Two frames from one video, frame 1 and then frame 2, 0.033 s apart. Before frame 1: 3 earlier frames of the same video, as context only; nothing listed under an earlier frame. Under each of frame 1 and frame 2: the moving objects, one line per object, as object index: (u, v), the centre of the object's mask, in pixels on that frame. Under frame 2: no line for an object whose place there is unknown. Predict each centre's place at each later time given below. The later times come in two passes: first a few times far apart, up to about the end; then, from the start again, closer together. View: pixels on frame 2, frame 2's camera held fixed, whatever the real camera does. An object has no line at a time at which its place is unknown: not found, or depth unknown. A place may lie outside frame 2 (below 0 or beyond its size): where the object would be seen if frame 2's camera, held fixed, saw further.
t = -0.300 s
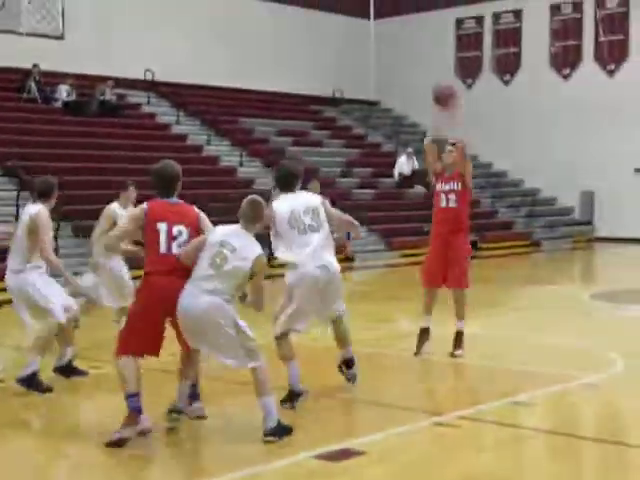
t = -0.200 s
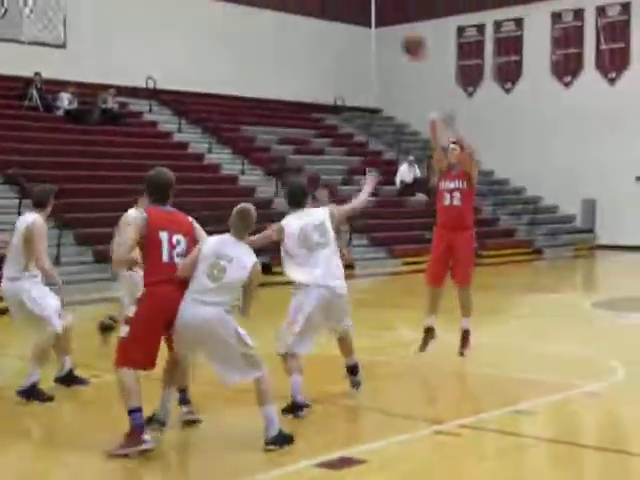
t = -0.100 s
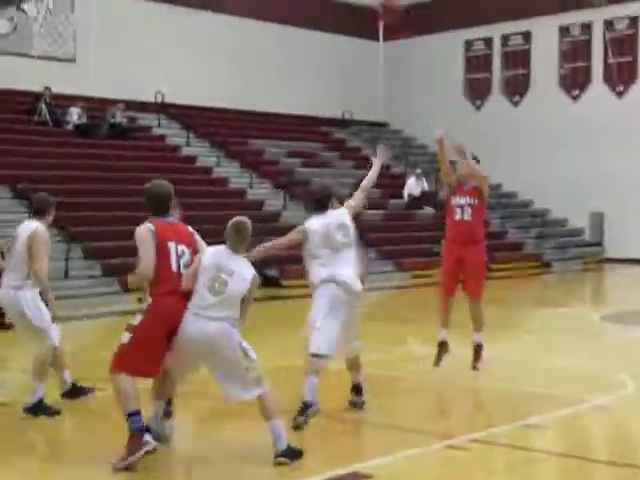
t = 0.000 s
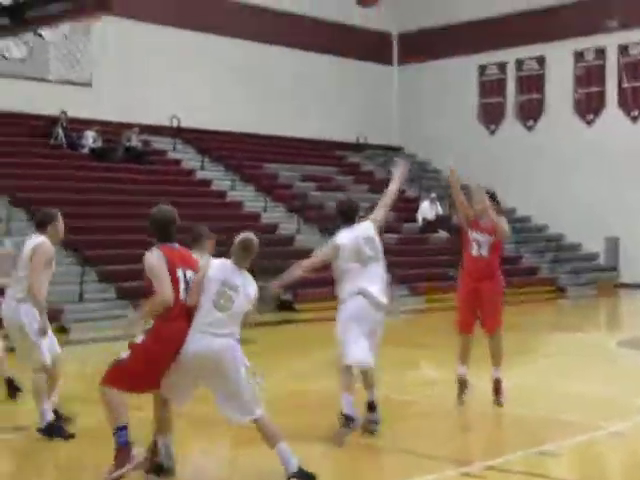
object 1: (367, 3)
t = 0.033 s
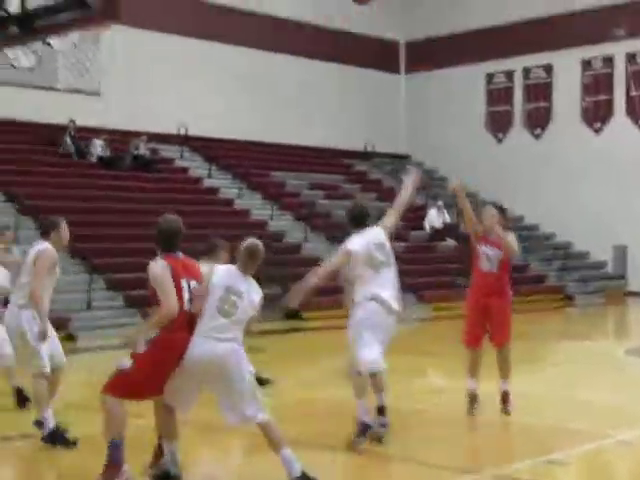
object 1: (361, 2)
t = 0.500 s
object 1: (164, -40)
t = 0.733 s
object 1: (77, 50)
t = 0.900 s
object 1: (126, 116)
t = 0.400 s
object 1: (212, -46)
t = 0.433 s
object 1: (196, -45)
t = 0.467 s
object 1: (180, -43)
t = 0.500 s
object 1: (164, -40)
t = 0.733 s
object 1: (77, 50)
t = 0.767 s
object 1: (91, 68)
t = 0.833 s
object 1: (106, 88)
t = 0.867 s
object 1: (117, 100)
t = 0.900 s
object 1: (126, 116)
